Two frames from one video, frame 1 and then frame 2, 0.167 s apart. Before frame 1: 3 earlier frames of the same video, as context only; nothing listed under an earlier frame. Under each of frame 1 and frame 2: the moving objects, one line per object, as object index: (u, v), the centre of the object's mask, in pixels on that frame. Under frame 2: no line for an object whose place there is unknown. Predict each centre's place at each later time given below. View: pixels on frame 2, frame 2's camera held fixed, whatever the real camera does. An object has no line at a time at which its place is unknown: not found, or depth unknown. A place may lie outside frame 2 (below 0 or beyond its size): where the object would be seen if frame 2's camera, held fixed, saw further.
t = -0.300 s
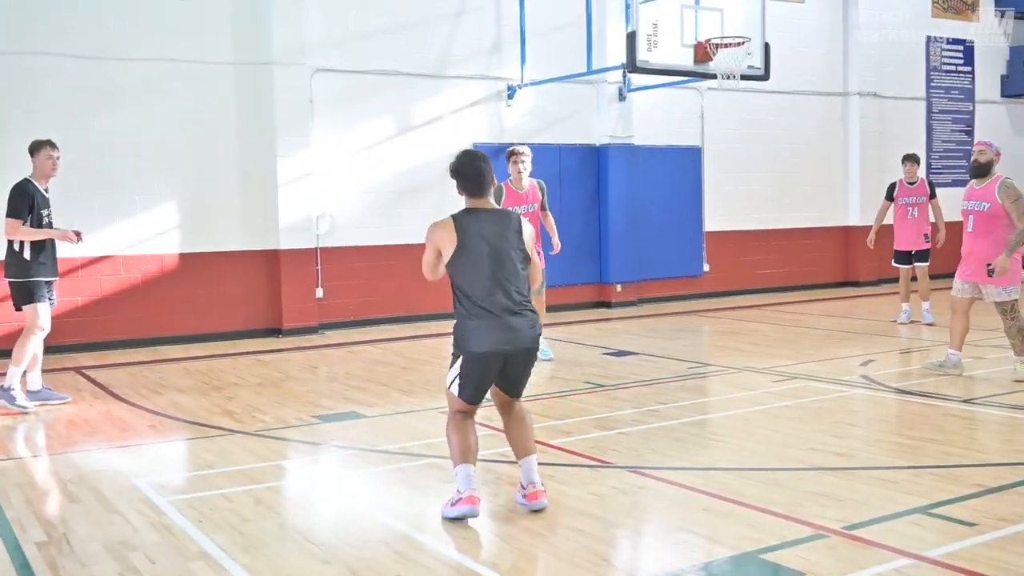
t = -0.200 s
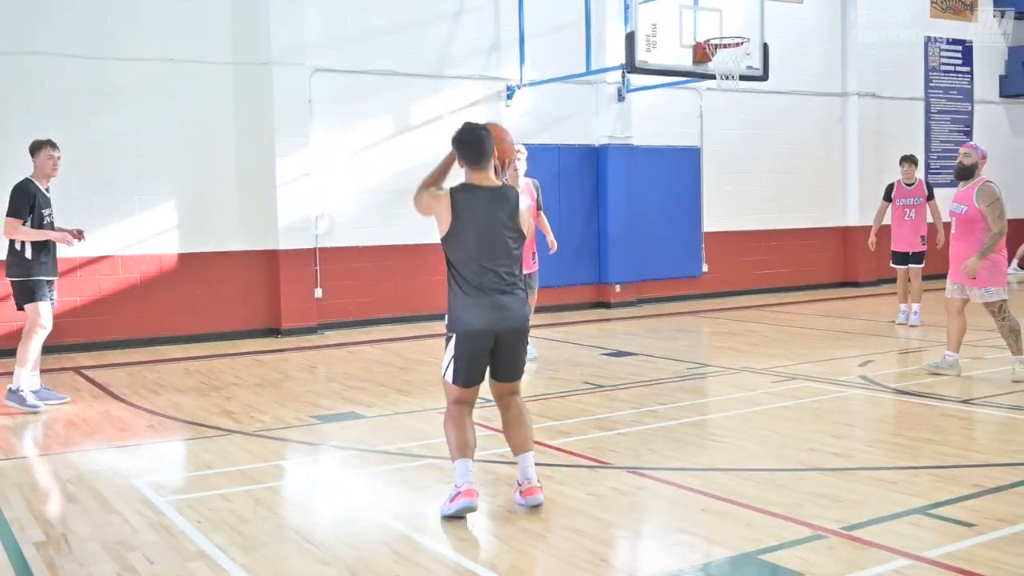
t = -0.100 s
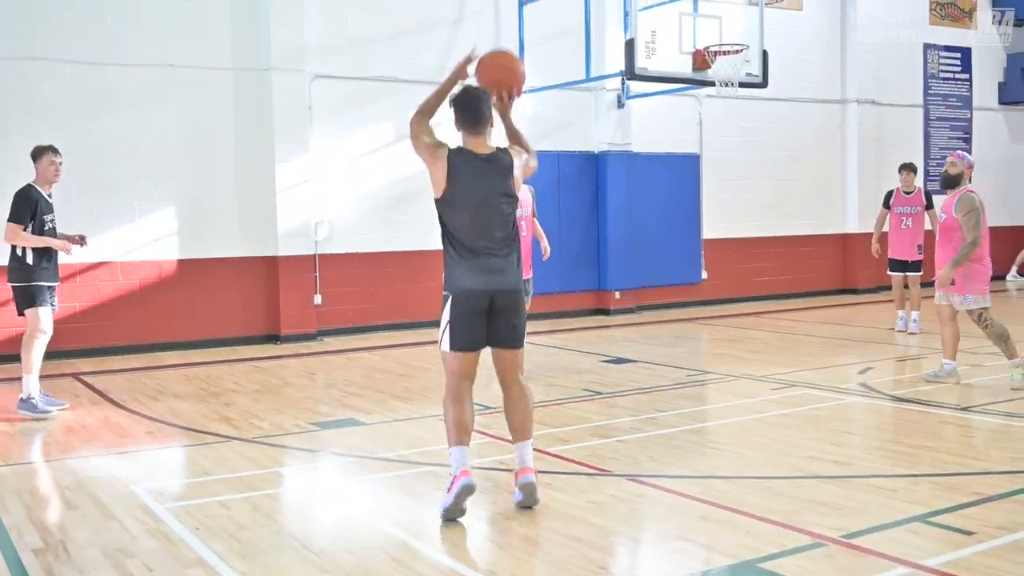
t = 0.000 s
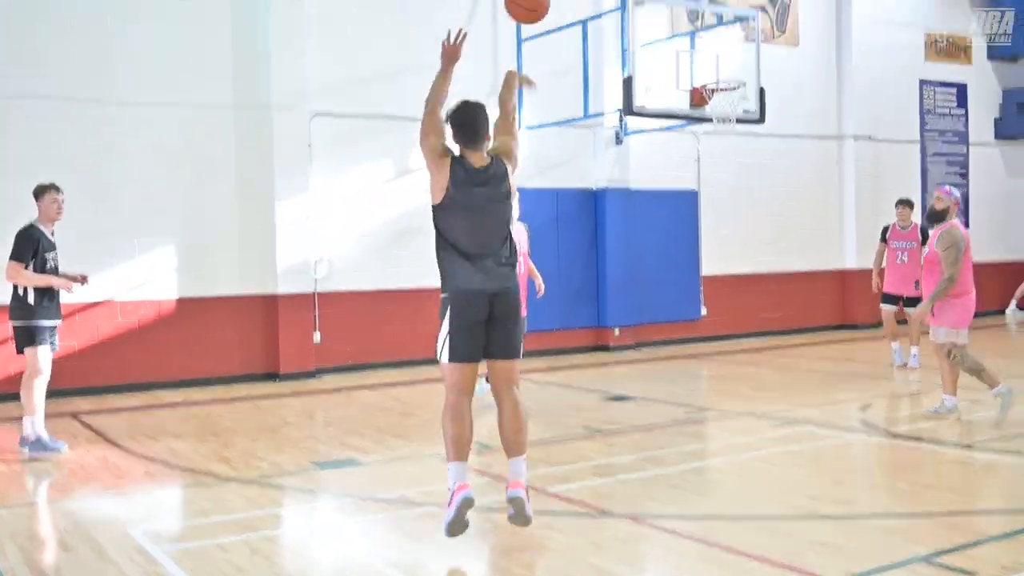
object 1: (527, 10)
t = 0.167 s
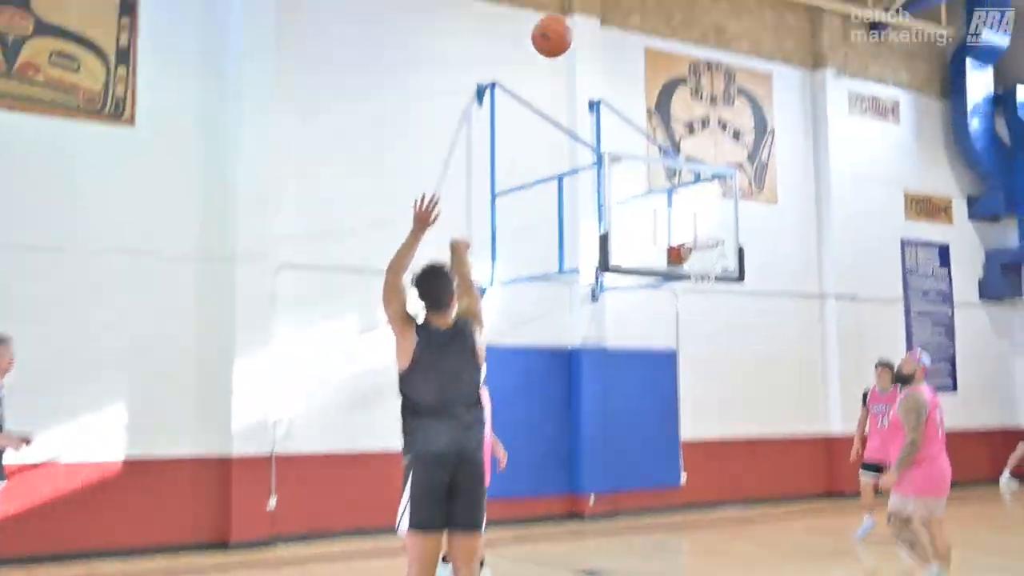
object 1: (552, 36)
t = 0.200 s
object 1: (561, 23)
